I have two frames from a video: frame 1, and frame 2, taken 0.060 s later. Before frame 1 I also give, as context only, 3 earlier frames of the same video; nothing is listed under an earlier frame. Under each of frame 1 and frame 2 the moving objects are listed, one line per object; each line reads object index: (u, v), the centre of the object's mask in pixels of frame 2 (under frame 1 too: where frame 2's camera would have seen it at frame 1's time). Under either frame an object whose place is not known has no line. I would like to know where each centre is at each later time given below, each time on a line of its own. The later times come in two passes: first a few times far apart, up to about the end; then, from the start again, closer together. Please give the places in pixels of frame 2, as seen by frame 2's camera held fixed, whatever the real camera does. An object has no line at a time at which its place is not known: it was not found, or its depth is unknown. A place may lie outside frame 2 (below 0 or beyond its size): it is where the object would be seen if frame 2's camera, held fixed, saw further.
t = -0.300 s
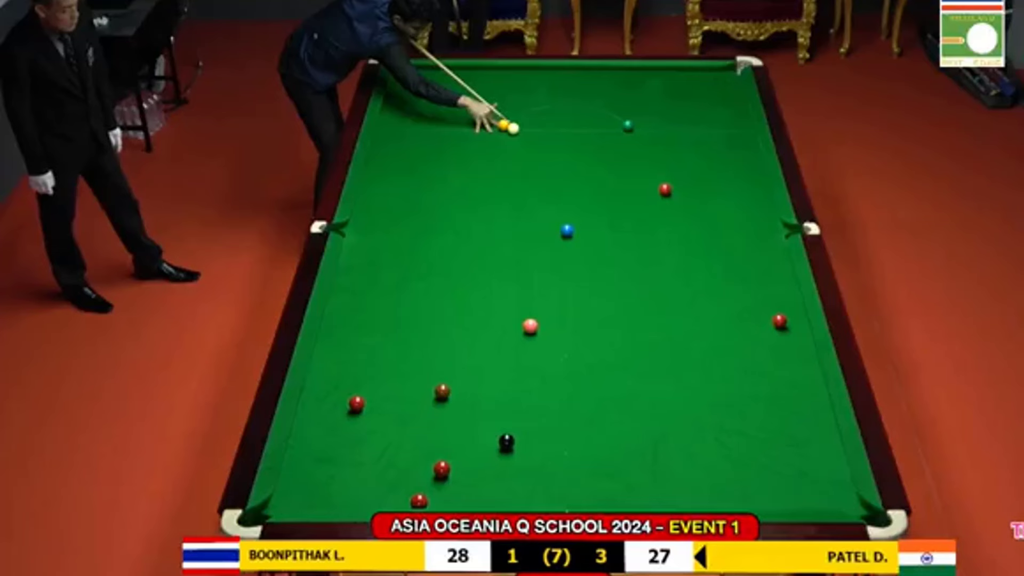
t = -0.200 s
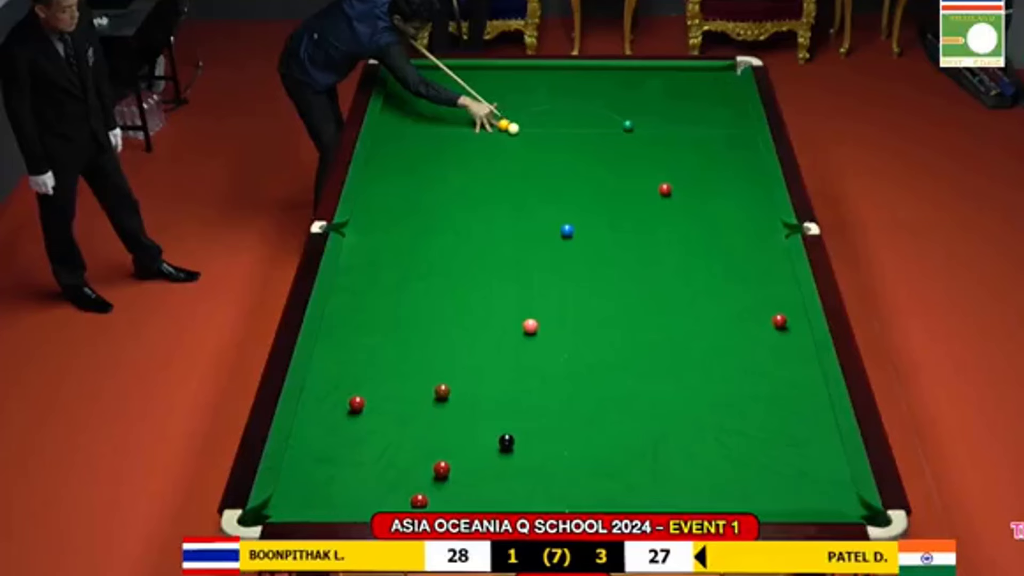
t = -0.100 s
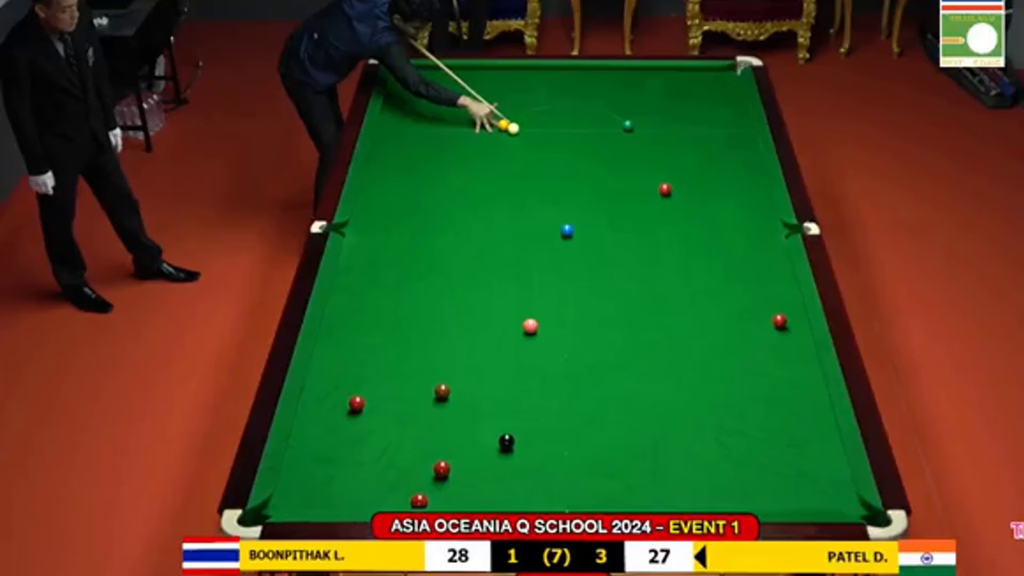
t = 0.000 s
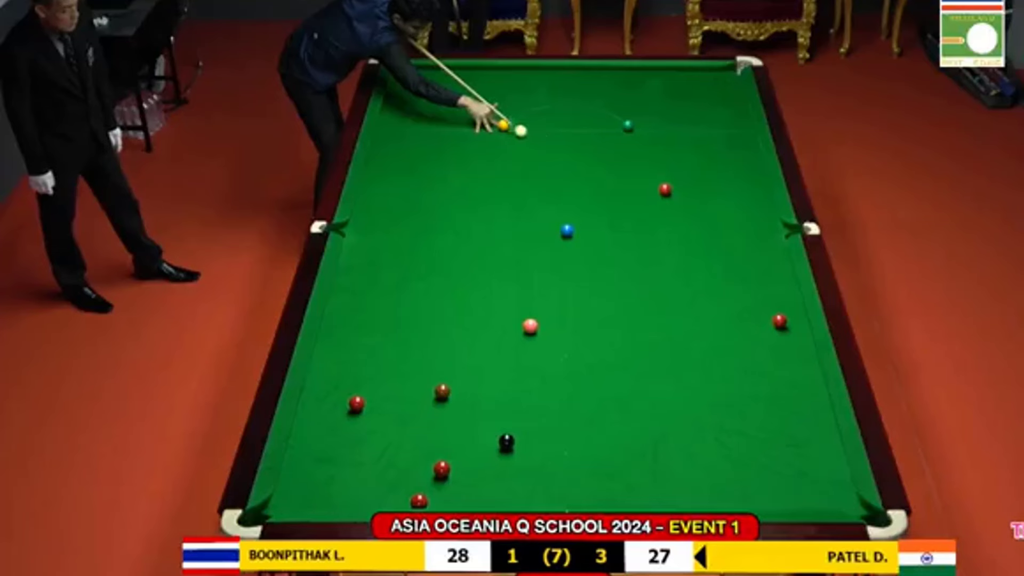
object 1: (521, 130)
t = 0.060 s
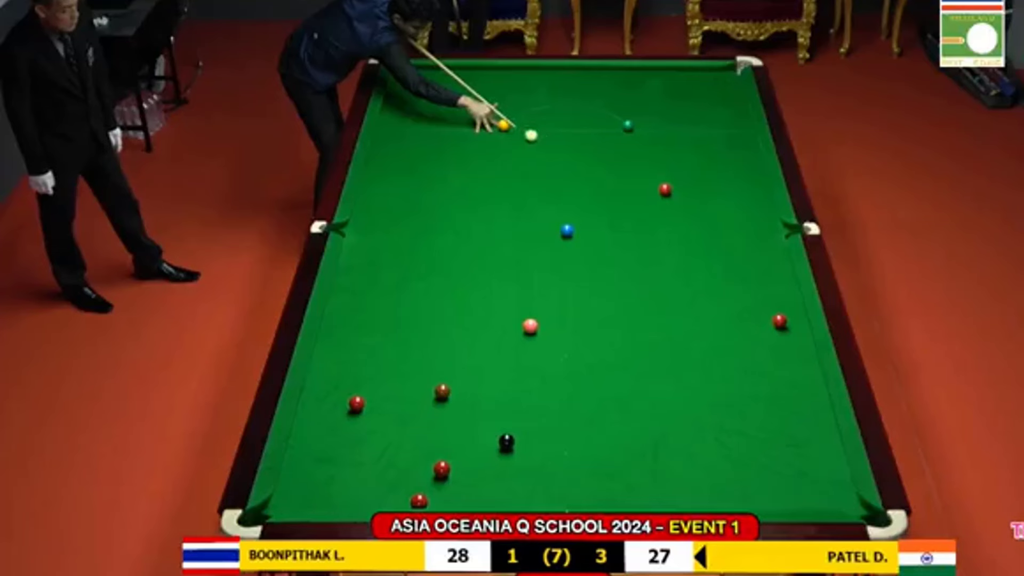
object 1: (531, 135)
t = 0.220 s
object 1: (559, 147)
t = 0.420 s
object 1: (594, 161)
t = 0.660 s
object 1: (638, 179)
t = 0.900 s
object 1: (657, 189)
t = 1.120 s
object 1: (664, 194)
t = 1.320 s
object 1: (671, 198)
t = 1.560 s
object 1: (678, 203)
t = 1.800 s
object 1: (685, 208)
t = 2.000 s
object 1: (690, 212)
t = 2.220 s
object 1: (696, 216)
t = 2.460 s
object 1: (701, 219)
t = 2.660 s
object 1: (705, 222)
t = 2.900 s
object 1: (710, 226)
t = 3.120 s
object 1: (714, 228)
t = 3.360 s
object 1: (718, 230)
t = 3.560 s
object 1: (720, 231)
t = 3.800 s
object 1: (723, 232)
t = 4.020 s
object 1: (724, 233)
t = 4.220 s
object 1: (725, 234)
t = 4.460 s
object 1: (725, 234)
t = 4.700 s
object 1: (725, 234)
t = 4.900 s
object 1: (726, 234)
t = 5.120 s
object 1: (725, 234)
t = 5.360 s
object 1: (725, 234)
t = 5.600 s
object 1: (725, 235)
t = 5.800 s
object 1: (725, 235)
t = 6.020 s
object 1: (726, 235)
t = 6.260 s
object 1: (725, 235)
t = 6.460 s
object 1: (726, 235)
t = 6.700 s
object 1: (725, 235)
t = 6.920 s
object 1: (725, 235)
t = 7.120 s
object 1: (725, 235)
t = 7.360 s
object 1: (726, 235)
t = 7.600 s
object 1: (726, 235)
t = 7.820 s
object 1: (726, 235)
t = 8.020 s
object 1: (725, 235)
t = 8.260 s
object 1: (725, 235)
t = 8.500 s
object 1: (726, 235)
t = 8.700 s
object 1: (726, 235)
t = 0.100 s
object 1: (538, 138)
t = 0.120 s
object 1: (541, 139)
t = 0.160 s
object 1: (548, 142)
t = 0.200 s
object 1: (555, 145)
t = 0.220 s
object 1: (559, 147)
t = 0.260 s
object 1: (565, 149)
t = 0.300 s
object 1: (573, 152)
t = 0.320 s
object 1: (576, 153)
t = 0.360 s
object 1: (583, 156)
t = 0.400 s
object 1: (590, 159)
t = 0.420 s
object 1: (594, 161)
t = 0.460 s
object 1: (601, 163)
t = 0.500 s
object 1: (608, 167)
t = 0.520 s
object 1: (612, 168)
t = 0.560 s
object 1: (619, 171)
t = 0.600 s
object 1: (627, 174)
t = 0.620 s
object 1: (630, 175)
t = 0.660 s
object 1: (638, 179)
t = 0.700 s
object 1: (645, 182)
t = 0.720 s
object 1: (649, 183)
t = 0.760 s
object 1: (655, 186)
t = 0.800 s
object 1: (655, 186)
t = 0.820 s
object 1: (655, 187)
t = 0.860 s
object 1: (656, 188)
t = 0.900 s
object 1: (657, 189)
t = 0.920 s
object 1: (658, 189)
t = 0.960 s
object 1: (659, 190)
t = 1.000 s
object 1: (661, 191)
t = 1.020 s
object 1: (661, 191)
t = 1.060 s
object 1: (662, 192)
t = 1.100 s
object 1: (664, 193)
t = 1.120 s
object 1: (664, 194)
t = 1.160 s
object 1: (666, 195)
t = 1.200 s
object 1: (667, 196)
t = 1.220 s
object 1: (668, 196)
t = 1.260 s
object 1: (669, 197)
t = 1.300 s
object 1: (670, 198)
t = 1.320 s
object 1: (671, 198)
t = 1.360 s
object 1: (672, 199)
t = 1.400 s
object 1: (673, 200)
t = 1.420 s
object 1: (674, 200)
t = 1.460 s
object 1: (675, 201)
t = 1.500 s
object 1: (676, 202)
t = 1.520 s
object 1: (677, 203)
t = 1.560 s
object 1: (678, 203)
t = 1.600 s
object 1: (679, 204)
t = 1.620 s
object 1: (680, 205)
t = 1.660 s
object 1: (681, 206)
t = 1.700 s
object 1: (682, 207)
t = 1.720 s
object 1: (683, 207)
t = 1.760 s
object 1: (683, 207)
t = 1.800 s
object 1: (685, 208)
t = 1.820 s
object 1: (685, 209)
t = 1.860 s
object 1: (686, 210)
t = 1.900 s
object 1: (687, 210)
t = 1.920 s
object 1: (688, 211)
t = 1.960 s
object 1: (689, 211)
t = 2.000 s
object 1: (690, 212)
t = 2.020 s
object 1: (691, 212)
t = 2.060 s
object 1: (692, 213)
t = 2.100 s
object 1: (693, 214)
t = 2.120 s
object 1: (693, 214)
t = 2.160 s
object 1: (694, 215)
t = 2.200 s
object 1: (695, 215)
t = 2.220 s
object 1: (696, 216)
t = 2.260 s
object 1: (697, 216)
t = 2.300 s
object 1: (697, 217)
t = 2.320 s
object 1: (698, 217)
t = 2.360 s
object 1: (699, 218)
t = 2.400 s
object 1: (700, 219)
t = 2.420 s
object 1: (700, 219)
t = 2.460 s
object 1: (701, 219)
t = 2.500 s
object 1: (702, 220)
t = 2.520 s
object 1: (702, 220)
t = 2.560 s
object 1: (703, 221)
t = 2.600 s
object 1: (704, 221)
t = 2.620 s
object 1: (705, 222)
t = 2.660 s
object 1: (705, 222)
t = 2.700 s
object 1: (706, 223)
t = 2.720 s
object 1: (707, 223)
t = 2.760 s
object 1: (708, 224)
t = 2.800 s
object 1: (708, 224)
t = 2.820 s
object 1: (708, 224)
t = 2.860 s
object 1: (709, 225)
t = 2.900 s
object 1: (710, 226)
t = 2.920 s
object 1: (710, 226)
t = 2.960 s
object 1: (711, 226)
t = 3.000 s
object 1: (712, 226)
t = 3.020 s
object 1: (713, 227)
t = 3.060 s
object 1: (713, 227)
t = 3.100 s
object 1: (714, 228)
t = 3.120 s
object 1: (714, 228)
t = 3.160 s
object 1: (715, 228)
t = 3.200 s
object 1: (716, 228)
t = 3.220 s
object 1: (716, 228)
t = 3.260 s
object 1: (717, 229)
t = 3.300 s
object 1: (717, 229)
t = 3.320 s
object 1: (717, 230)
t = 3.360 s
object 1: (718, 230)
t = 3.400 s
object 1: (718, 230)
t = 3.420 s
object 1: (719, 230)
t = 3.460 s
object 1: (719, 231)
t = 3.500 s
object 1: (720, 231)
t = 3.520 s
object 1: (720, 231)
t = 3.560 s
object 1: (720, 231)
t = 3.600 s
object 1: (721, 231)
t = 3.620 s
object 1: (721, 232)
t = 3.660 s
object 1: (722, 232)
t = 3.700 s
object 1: (722, 232)
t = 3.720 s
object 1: (722, 232)
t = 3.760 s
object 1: (722, 232)
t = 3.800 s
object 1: (723, 232)
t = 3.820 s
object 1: (723, 233)
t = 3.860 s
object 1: (723, 233)
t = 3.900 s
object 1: (724, 233)
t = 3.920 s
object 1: (724, 233)
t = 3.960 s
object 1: (724, 233)
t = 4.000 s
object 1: (724, 233)
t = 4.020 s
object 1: (724, 233)
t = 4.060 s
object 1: (725, 234)
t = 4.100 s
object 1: (725, 234)
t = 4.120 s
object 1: (725, 234)
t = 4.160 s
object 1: (725, 234)
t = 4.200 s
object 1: (725, 234)
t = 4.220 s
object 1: (725, 234)
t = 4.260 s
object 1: (725, 234)
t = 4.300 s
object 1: (725, 234)
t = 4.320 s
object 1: (725, 234)
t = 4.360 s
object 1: (725, 234)
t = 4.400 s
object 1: (725, 234)
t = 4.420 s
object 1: (725, 234)
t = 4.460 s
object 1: (725, 234)
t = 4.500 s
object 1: (725, 234)
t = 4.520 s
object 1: (725, 234)
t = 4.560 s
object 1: (725, 234)
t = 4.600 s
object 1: (725, 234)
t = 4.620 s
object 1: (725, 234)
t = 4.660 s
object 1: (725, 234)
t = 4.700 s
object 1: (725, 234)
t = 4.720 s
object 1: (725, 234)
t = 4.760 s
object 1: (725, 234)
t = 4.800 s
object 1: (725, 234)
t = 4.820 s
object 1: (726, 234)
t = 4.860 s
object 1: (726, 234)
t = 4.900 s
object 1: (726, 234)
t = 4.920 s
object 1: (725, 234)
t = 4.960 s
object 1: (725, 234)
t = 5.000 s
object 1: (726, 234)
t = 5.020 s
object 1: (726, 234)
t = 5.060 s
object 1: (726, 234)
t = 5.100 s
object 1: (725, 234)
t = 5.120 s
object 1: (725, 234)
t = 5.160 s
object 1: (725, 234)
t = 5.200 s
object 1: (725, 234)
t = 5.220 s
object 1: (725, 234)
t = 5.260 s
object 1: (725, 234)
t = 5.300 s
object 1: (725, 234)
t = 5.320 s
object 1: (725, 234)
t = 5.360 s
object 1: (725, 234)
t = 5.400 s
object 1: (725, 234)
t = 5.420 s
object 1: (725, 234)
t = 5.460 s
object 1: (725, 234)
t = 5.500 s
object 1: (725, 234)
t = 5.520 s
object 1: (725, 234)
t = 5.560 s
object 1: (725, 234)
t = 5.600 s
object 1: (725, 235)
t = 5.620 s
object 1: (725, 235)
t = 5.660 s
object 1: (725, 235)
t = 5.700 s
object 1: (725, 235)
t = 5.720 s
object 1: (725, 235)
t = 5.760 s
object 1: (725, 235)
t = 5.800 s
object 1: (725, 235)
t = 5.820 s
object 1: (725, 235)
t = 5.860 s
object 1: (725, 235)
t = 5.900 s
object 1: (725, 235)
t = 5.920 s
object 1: (725, 235)
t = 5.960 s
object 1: (725, 235)
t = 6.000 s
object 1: (726, 235)
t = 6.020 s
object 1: (726, 235)
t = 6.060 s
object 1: (725, 235)
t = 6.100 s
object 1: (726, 235)
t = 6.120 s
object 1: (726, 235)
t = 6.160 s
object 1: (726, 235)
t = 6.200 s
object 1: (726, 235)
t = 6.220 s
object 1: (726, 235)
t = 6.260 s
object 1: (725, 235)
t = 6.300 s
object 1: (725, 235)
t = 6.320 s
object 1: (725, 235)
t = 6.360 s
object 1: (726, 235)
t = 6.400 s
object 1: (726, 235)
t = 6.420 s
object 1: (725, 235)
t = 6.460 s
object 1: (726, 235)
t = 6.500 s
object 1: (726, 235)
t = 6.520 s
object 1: (725, 235)
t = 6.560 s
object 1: (725, 235)
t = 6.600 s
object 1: (726, 235)
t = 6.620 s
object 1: (726, 235)
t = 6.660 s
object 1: (726, 235)
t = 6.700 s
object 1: (725, 235)
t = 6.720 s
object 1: (726, 235)
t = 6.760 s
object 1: (725, 235)
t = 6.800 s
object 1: (726, 235)
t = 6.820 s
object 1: (725, 235)
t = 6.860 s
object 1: (726, 235)
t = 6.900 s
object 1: (725, 235)
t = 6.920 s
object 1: (725, 235)
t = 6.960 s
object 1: (726, 235)
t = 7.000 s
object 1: (726, 235)
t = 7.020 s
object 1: (726, 235)
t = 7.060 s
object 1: (726, 235)
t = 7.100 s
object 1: (725, 235)
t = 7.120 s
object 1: (725, 235)
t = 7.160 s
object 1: (725, 235)
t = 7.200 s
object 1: (725, 235)
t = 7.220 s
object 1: (725, 235)
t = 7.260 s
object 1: (725, 235)
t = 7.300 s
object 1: (726, 235)
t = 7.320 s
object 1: (726, 235)
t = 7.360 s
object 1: (726, 235)
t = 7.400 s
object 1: (726, 235)
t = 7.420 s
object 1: (726, 235)
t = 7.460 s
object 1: (726, 235)
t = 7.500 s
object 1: (726, 235)
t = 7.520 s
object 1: (726, 235)
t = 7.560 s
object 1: (726, 235)
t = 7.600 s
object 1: (726, 235)
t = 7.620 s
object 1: (726, 235)
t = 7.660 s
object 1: (726, 235)
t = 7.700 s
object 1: (726, 235)
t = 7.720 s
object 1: (726, 235)
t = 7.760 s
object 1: (726, 235)
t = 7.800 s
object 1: (725, 235)
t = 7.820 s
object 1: (726, 235)
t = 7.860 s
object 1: (726, 235)
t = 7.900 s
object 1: (726, 235)
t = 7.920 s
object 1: (726, 235)
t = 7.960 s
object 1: (725, 235)
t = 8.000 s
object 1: (725, 235)
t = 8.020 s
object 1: (725, 235)
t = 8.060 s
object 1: (725, 235)
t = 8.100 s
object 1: (726, 235)
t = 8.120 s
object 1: (726, 235)
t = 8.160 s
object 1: (725, 235)
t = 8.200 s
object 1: (726, 235)
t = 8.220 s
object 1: (726, 235)
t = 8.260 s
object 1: (725, 235)
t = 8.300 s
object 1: (726, 235)
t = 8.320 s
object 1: (726, 235)
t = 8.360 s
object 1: (726, 235)
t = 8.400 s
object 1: (725, 235)
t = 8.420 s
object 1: (726, 235)
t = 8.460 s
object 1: (726, 235)
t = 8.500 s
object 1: (726, 235)
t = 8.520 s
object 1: (726, 235)
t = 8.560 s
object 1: (726, 235)
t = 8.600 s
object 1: (726, 235)
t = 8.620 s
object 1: (726, 235)
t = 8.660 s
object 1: (725, 235)
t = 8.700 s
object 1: (726, 235)
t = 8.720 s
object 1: (726, 235)
